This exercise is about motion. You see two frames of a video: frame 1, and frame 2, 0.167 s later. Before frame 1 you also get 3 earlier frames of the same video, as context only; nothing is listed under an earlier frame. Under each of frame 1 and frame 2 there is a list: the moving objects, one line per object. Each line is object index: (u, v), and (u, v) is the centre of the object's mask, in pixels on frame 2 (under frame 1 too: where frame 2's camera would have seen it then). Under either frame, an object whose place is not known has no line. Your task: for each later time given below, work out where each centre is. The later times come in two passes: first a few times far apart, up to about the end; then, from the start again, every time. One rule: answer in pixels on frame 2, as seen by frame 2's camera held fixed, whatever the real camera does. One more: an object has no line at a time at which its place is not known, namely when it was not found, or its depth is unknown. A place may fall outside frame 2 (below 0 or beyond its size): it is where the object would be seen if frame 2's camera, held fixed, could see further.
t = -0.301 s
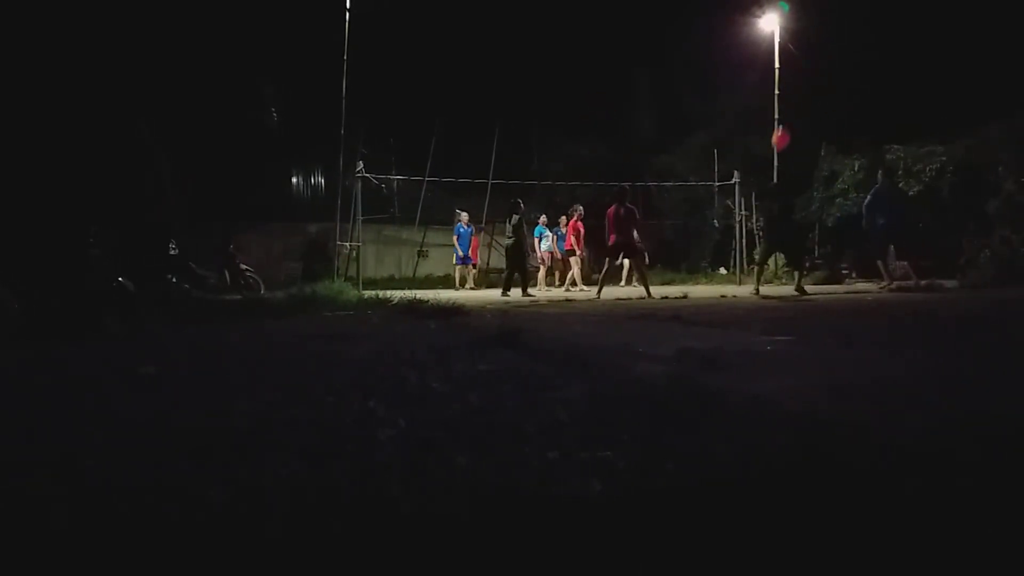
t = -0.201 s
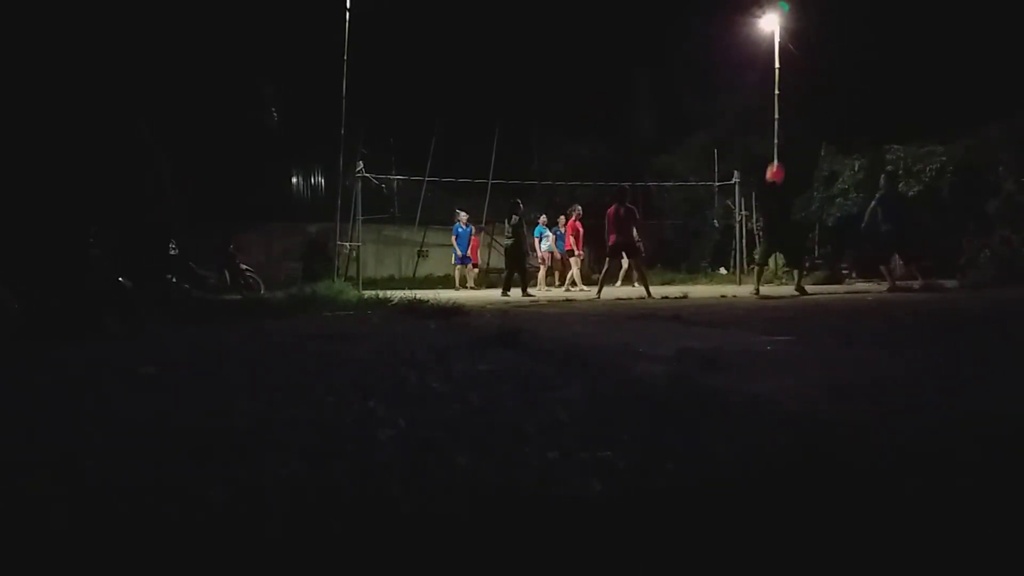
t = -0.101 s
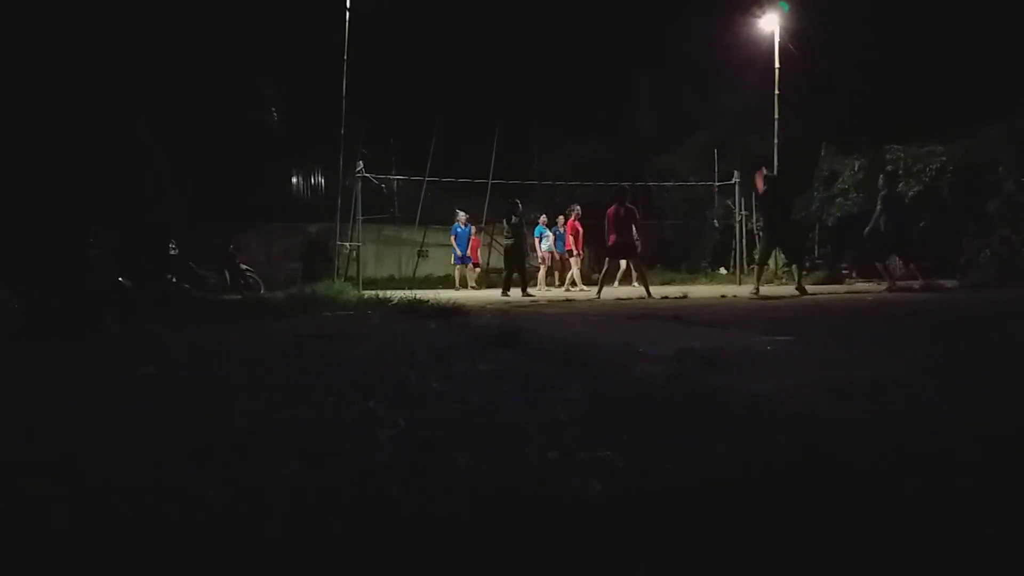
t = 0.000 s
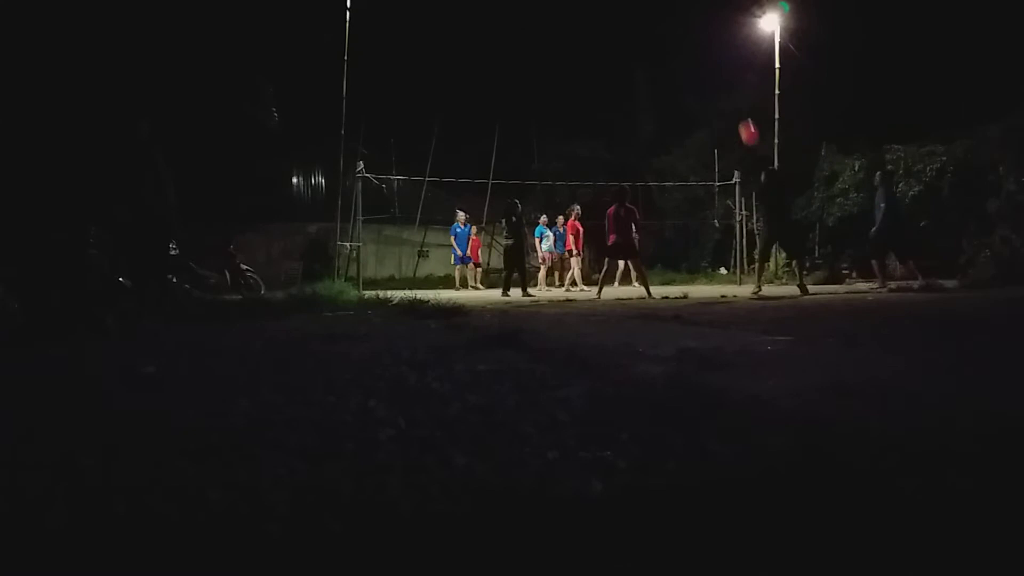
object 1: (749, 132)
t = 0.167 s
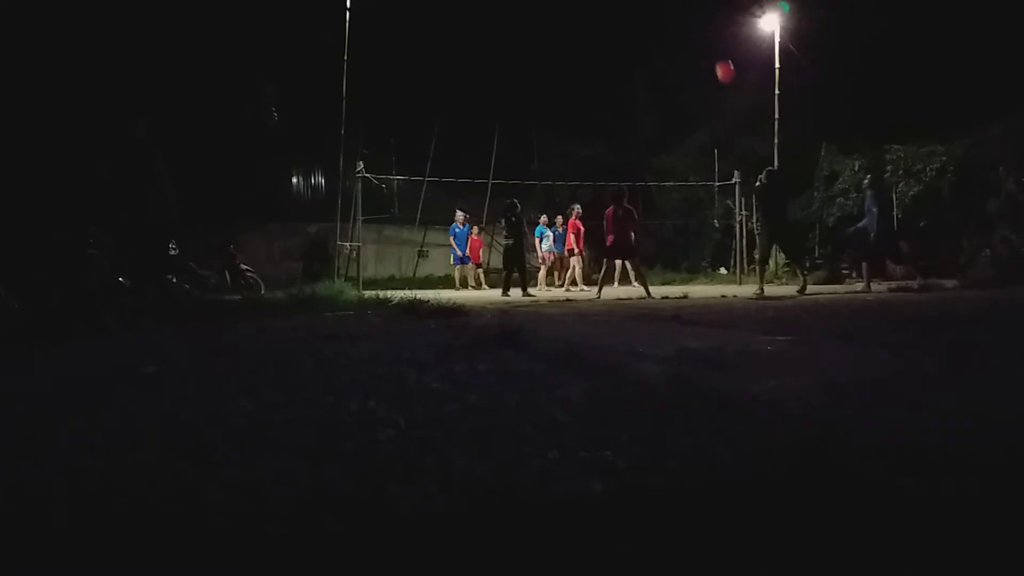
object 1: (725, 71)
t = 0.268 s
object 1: (713, 45)
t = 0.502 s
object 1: (691, 13)
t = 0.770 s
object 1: (669, 20)
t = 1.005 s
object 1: (652, 60)
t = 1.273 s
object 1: (636, 140)
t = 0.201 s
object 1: (721, 61)
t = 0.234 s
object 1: (716, 53)
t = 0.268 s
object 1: (713, 45)
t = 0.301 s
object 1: (709, 38)
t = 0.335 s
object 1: (706, 32)
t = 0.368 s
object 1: (702, 27)
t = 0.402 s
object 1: (699, 22)
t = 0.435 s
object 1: (696, 18)
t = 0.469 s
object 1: (694, 15)
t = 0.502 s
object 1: (691, 13)
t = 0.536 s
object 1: (688, 12)
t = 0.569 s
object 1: (686, 11)
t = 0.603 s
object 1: (683, 11)
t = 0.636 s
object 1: (680, 12)
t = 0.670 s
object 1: (677, 13)
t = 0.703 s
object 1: (675, 15)
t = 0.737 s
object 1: (672, 17)
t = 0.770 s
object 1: (669, 20)
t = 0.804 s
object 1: (667, 24)
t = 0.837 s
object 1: (664, 29)
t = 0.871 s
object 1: (662, 34)
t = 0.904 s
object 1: (659, 40)
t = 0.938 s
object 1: (657, 46)
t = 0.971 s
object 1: (655, 53)
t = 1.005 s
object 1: (652, 60)
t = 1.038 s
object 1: (650, 68)
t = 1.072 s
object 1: (648, 77)
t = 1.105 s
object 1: (646, 86)
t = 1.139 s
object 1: (644, 96)
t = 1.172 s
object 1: (642, 106)
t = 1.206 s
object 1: (640, 117)
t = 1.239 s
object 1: (638, 128)
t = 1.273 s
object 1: (636, 140)
